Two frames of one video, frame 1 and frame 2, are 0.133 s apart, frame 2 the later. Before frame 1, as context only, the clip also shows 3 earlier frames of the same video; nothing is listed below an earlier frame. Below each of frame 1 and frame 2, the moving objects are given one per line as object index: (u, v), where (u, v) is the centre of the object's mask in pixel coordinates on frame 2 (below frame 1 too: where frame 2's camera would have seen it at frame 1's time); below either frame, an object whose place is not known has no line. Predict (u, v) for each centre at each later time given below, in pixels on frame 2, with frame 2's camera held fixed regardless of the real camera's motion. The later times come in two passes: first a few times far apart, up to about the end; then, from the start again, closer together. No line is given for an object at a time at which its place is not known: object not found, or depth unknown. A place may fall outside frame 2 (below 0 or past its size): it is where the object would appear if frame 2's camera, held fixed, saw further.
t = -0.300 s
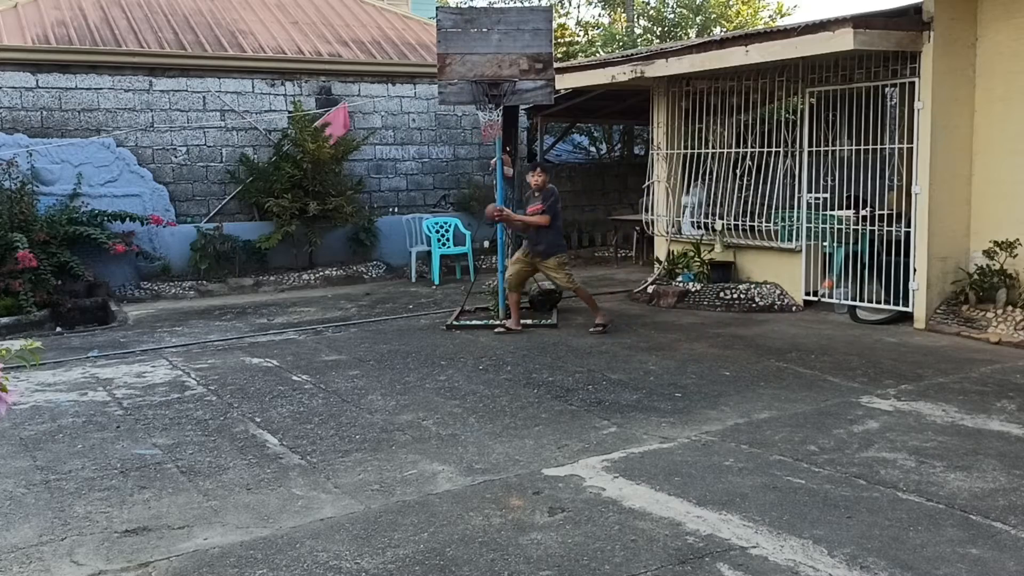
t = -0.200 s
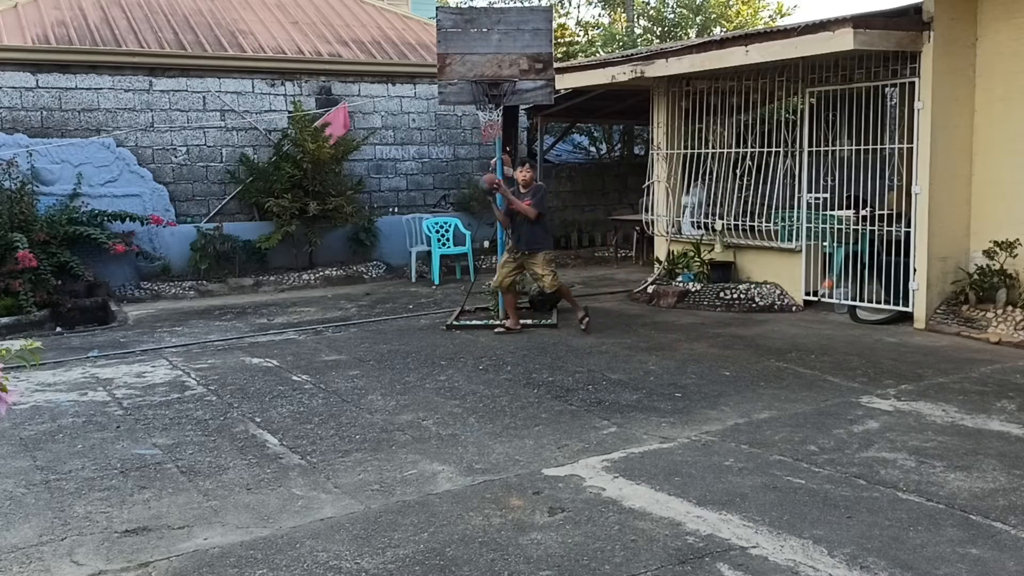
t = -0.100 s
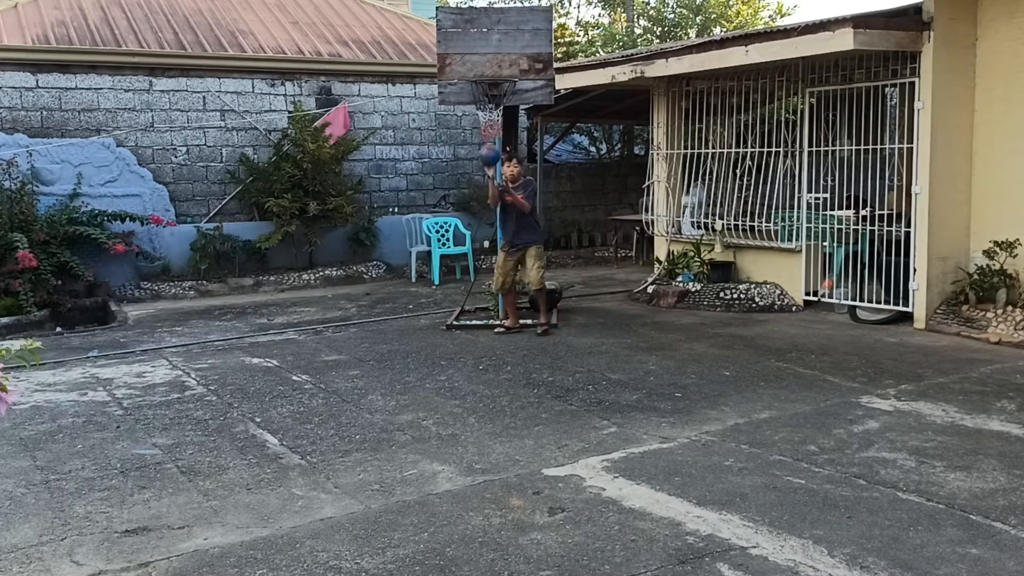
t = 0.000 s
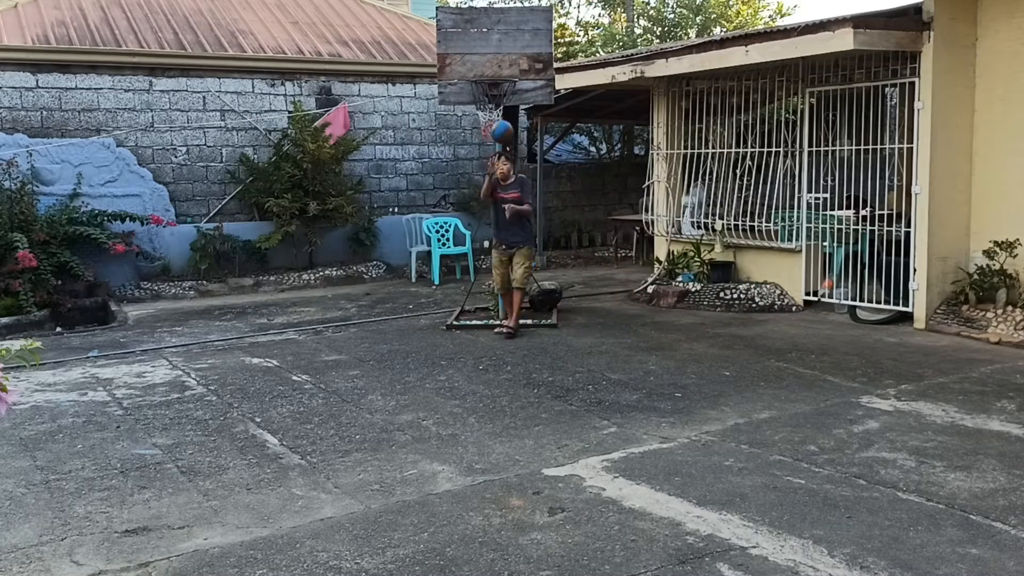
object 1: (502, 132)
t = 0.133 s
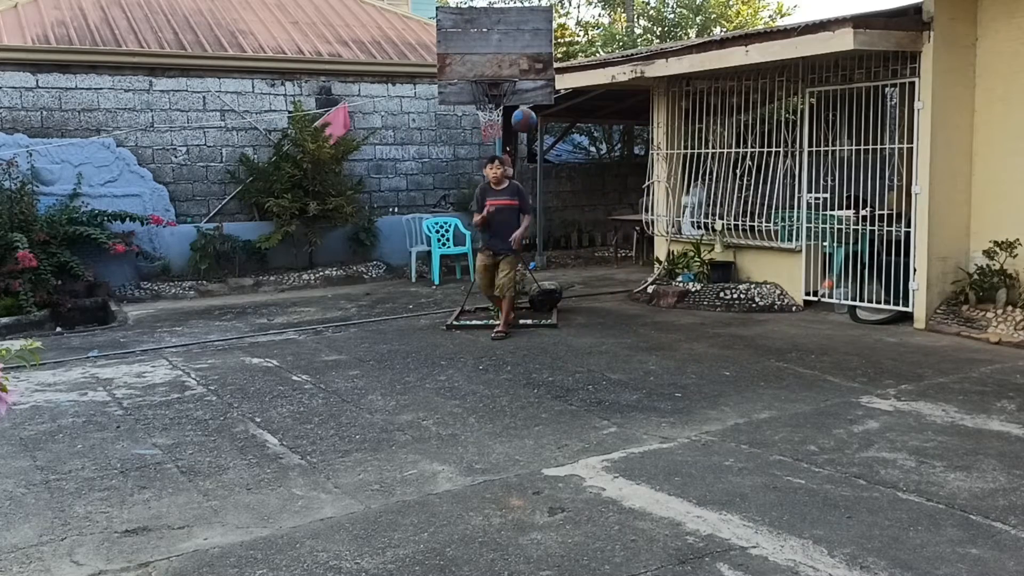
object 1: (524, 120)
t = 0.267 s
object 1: (550, 132)
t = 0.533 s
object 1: (619, 261)
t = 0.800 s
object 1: (689, 371)
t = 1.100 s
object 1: (728, 215)
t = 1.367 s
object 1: (771, 225)
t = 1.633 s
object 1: (819, 419)
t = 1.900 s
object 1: (883, 409)
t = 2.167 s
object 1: (971, 336)
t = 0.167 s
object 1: (530, 121)
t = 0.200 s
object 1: (536, 123)
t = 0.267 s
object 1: (550, 132)
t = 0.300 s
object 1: (557, 141)
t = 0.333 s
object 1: (565, 150)
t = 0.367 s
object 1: (573, 161)
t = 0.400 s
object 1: (581, 175)
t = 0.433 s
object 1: (590, 192)
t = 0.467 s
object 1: (599, 212)
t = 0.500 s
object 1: (608, 235)
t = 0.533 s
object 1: (619, 261)
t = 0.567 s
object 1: (629, 290)
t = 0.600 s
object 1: (640, 321)
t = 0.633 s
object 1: (652, 355)
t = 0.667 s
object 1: (664, 394)
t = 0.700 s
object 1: (676, 436)
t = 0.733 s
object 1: (682, 423)
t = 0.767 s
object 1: (685, 397)
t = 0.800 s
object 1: (689, 371)
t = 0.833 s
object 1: (693, 347)
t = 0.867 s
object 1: (697, 325)
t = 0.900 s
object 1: (700, 302)
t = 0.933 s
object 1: (704, 283)
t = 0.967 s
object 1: (708, 265)
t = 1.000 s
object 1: (714, 250)
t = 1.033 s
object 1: (719, 236)
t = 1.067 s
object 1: (723, 225)
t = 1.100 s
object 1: (728, 215)
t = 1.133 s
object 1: (732, 208)
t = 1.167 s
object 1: (738, 203)
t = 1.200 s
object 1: (743, 200)
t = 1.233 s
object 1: (748, 200)
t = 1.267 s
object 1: (753, 202)
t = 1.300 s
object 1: (759, 206)
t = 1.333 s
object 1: (765, 214)
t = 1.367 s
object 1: (771, 225)
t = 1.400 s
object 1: (777, 239)
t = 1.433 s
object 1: (782, 255)
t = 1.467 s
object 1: (788, 274)
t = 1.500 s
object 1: (794, 297)
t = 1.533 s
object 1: (800, 322)
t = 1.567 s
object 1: (806, 351)
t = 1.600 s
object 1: (813, 383)
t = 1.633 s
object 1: (819, 419)
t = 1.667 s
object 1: (825, 459)
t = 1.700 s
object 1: (831, 503)
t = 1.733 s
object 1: (838, 537)
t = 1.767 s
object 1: (846, 506)
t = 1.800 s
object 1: (855, 479)
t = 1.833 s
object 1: (864, 454)
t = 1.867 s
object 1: (873, 430)
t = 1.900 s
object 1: (883, 409)
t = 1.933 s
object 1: (893, 390)
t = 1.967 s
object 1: (904, 374)
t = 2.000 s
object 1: (915, 360)
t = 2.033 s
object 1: (926, 349)
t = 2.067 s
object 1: (937, 342)
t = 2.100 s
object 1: (948, 336)
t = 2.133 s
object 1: (960, 334)
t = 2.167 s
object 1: (971, 336)
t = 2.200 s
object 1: (983, 341)
